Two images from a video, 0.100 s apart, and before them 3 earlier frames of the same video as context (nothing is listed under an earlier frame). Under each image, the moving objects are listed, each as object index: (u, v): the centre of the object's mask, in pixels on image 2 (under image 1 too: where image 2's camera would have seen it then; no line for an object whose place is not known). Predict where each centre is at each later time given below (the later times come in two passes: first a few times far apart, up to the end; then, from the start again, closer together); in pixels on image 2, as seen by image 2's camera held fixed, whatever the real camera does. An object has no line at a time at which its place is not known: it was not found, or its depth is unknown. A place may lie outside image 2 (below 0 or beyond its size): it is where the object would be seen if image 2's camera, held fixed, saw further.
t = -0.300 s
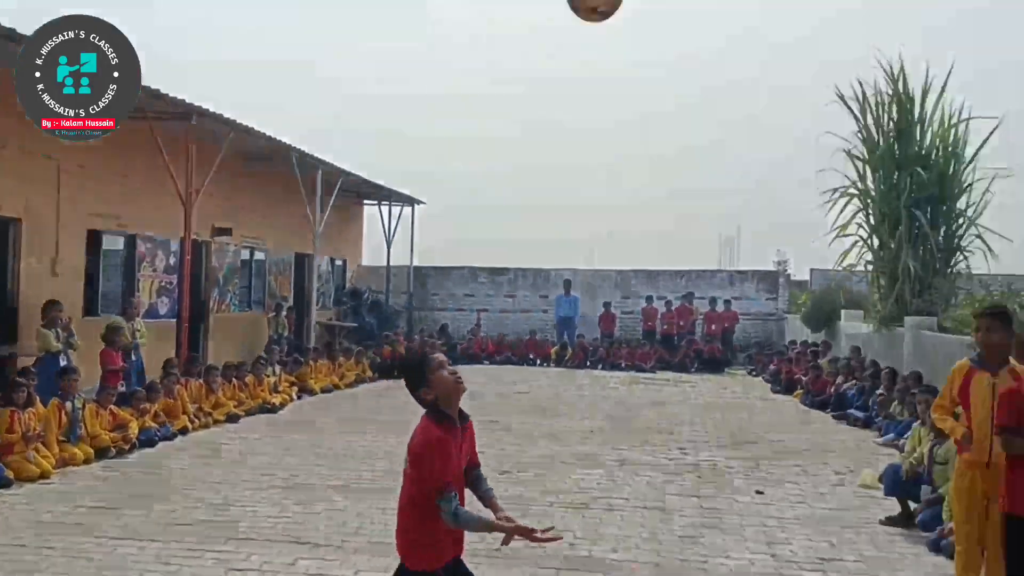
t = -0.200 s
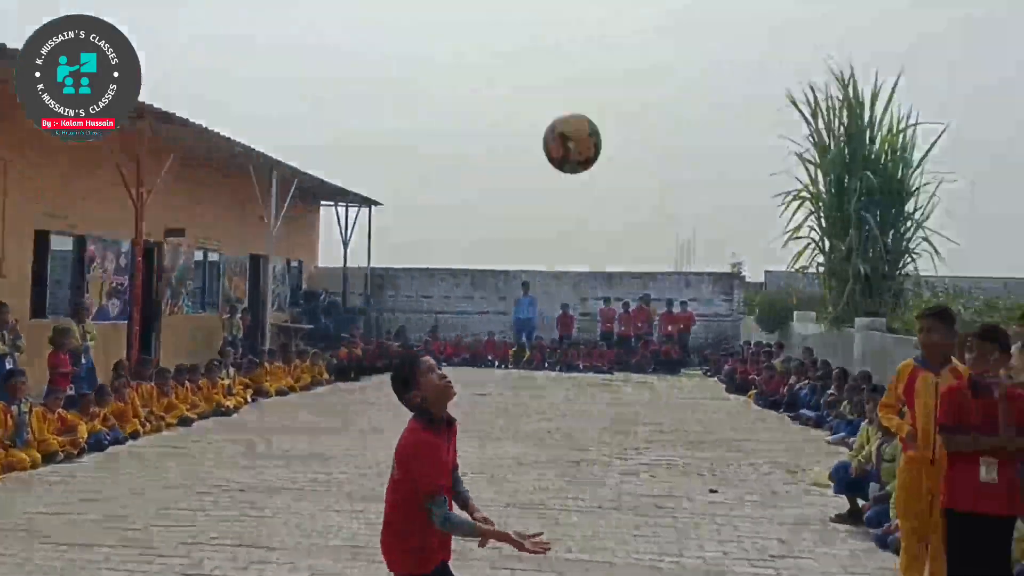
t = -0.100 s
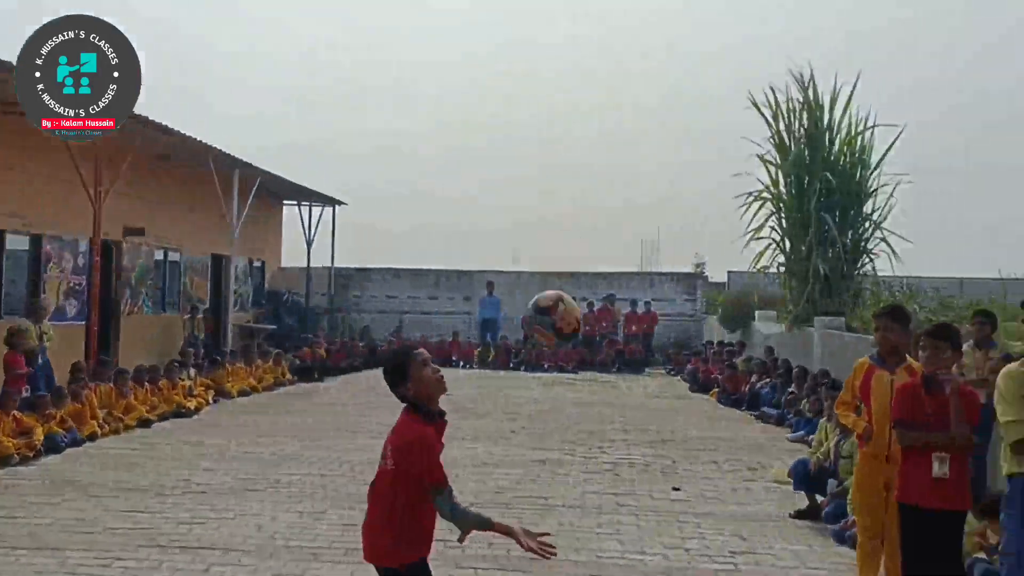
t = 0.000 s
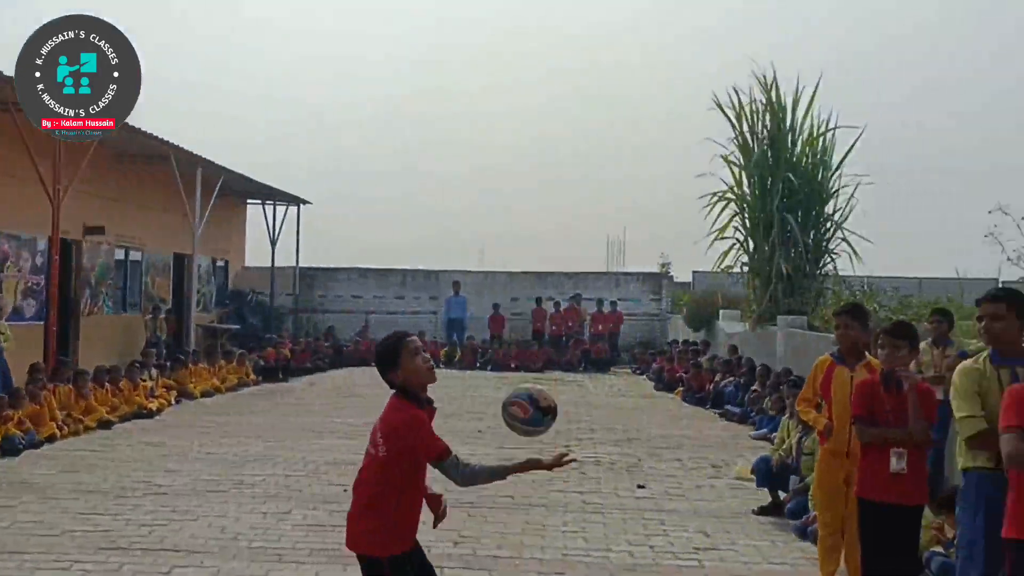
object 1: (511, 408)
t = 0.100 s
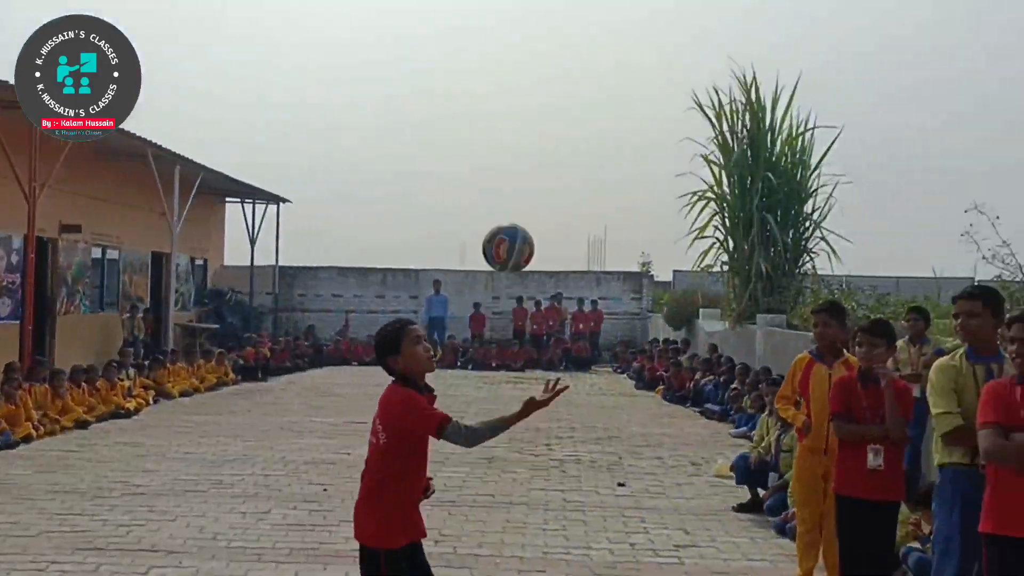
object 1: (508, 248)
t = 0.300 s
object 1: (499, 60)
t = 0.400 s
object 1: (494, 21)
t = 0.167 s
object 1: (505, 168)
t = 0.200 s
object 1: (503, 135)
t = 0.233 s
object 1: (501, 106)
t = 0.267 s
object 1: (500, 81)
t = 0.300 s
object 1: (499, 60)
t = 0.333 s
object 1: (497, 41)
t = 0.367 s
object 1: (496, 27)
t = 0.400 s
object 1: (494, 21)
